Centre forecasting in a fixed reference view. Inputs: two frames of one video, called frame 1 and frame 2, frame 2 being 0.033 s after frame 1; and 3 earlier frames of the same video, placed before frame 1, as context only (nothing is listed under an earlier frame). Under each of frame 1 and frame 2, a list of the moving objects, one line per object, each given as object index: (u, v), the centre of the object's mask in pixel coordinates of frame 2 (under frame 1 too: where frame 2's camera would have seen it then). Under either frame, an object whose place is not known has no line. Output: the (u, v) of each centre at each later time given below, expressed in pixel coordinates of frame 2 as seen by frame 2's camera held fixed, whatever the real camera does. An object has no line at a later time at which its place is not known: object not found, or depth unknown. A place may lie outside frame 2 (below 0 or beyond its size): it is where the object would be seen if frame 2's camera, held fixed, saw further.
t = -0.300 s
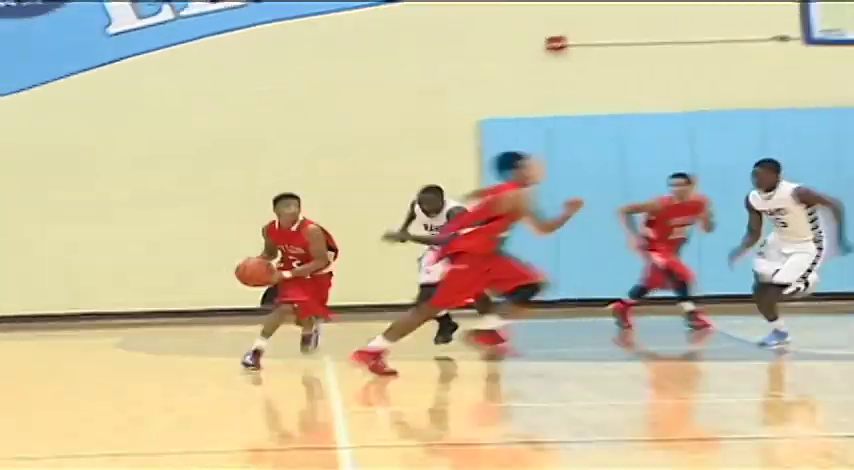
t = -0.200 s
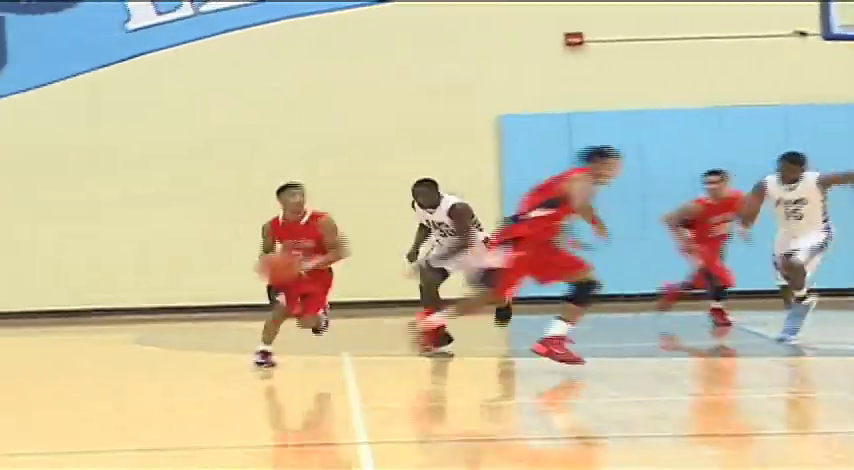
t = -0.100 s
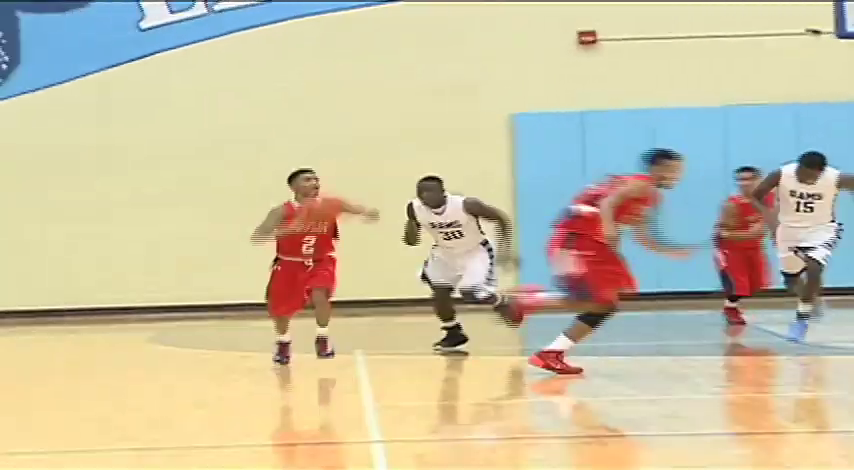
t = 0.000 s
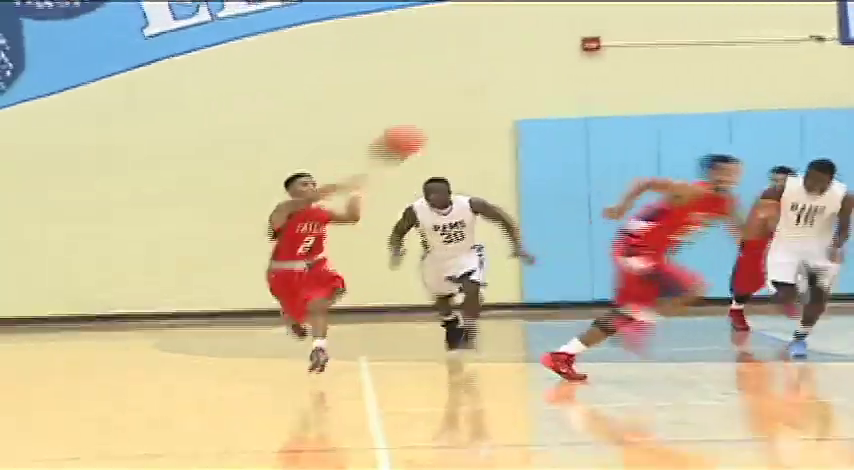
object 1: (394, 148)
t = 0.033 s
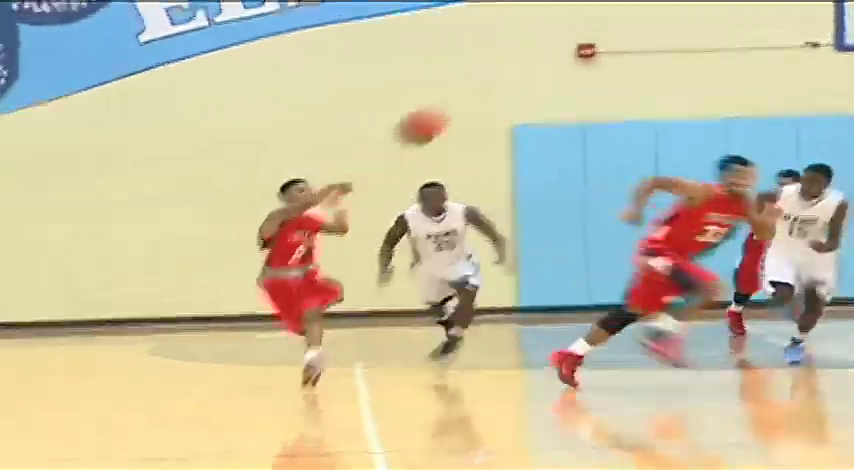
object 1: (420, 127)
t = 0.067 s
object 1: (448, 105)
